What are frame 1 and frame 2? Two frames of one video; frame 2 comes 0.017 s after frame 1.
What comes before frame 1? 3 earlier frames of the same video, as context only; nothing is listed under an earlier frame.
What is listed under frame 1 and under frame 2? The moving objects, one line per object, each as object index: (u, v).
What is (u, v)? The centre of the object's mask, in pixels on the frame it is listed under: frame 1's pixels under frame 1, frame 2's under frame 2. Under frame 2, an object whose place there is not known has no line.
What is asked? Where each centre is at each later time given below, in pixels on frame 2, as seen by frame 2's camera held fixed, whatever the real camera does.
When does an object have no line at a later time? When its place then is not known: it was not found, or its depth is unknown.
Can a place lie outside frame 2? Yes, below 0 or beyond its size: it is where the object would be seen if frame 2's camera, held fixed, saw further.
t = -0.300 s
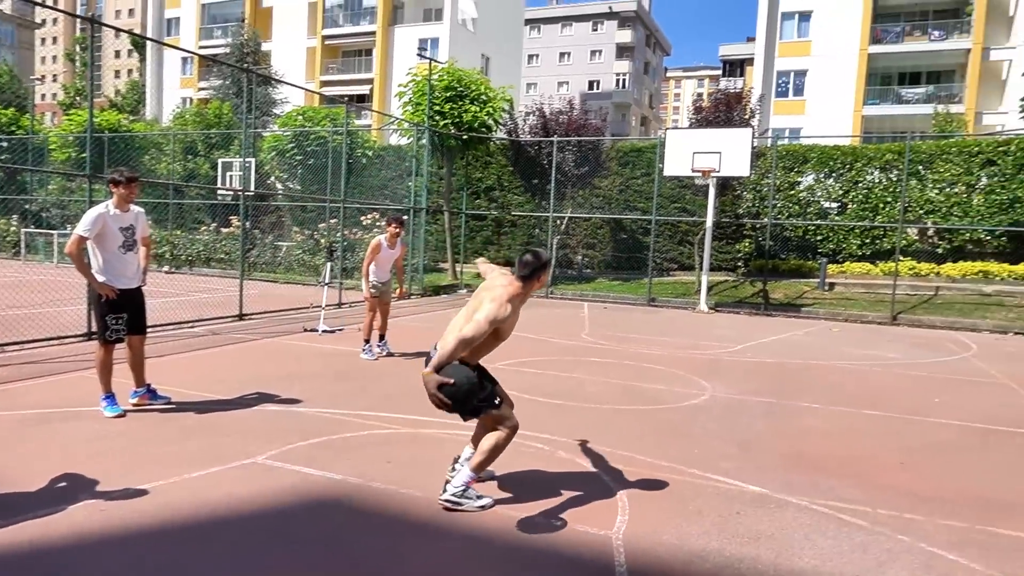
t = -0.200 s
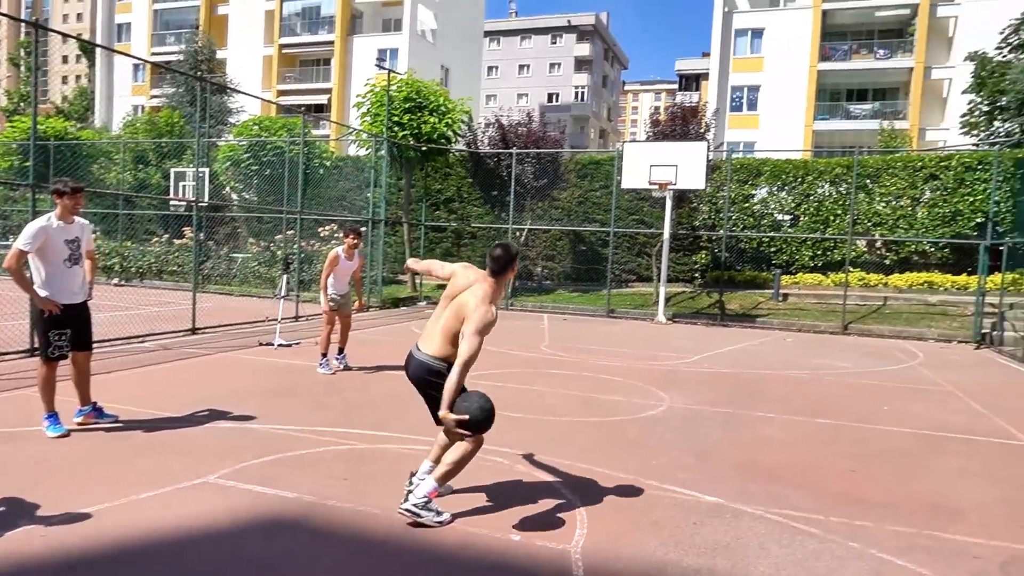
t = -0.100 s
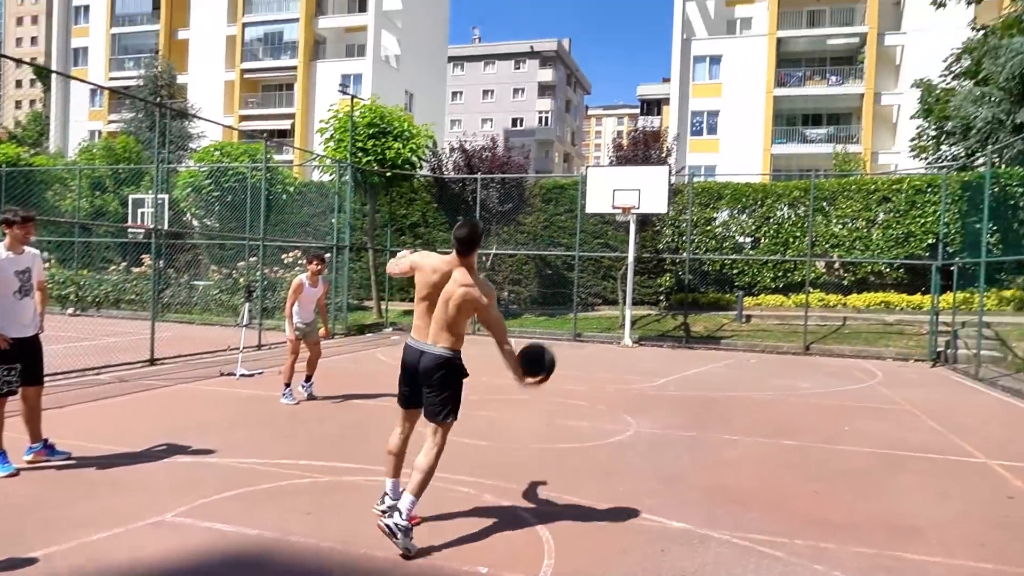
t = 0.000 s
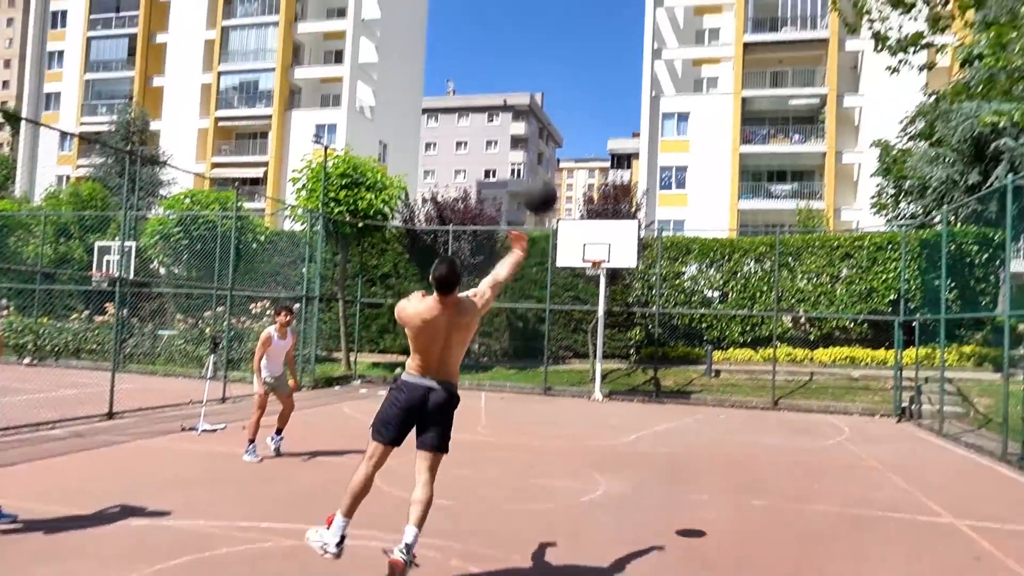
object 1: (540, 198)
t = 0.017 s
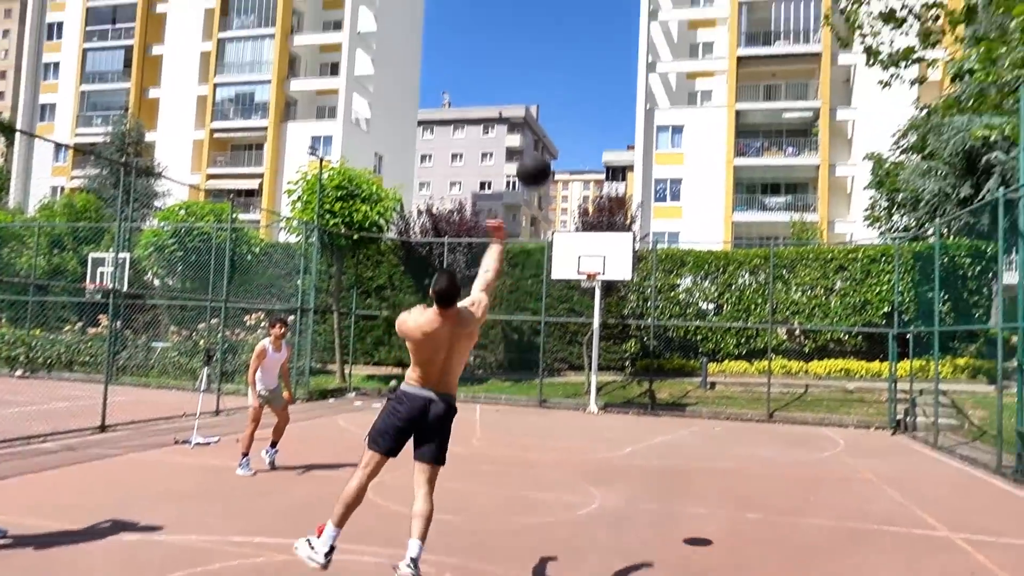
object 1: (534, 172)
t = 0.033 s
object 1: (532, 132)
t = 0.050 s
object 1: (532, 94)
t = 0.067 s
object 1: (531, 60)
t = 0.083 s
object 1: (530, 25)
